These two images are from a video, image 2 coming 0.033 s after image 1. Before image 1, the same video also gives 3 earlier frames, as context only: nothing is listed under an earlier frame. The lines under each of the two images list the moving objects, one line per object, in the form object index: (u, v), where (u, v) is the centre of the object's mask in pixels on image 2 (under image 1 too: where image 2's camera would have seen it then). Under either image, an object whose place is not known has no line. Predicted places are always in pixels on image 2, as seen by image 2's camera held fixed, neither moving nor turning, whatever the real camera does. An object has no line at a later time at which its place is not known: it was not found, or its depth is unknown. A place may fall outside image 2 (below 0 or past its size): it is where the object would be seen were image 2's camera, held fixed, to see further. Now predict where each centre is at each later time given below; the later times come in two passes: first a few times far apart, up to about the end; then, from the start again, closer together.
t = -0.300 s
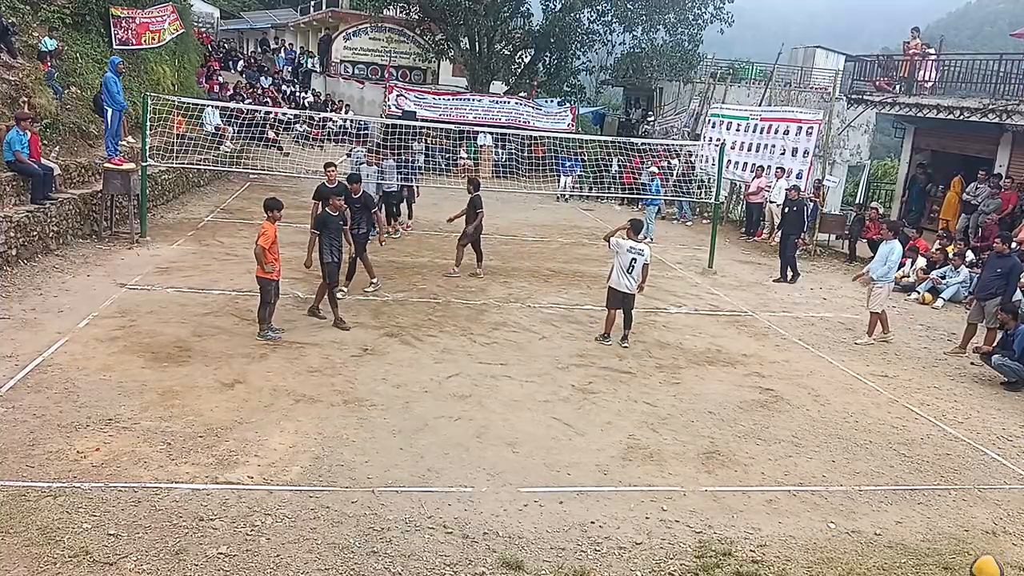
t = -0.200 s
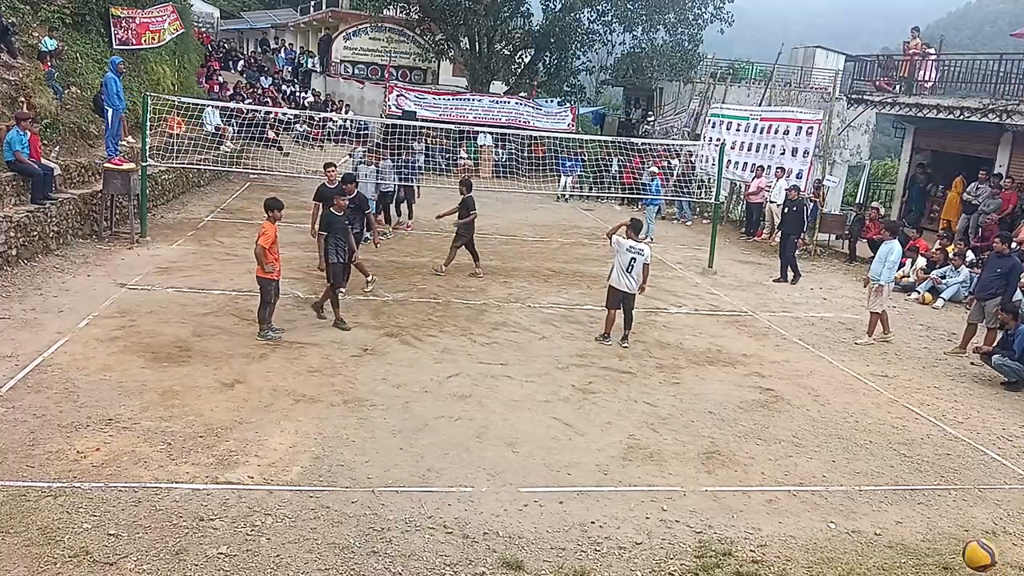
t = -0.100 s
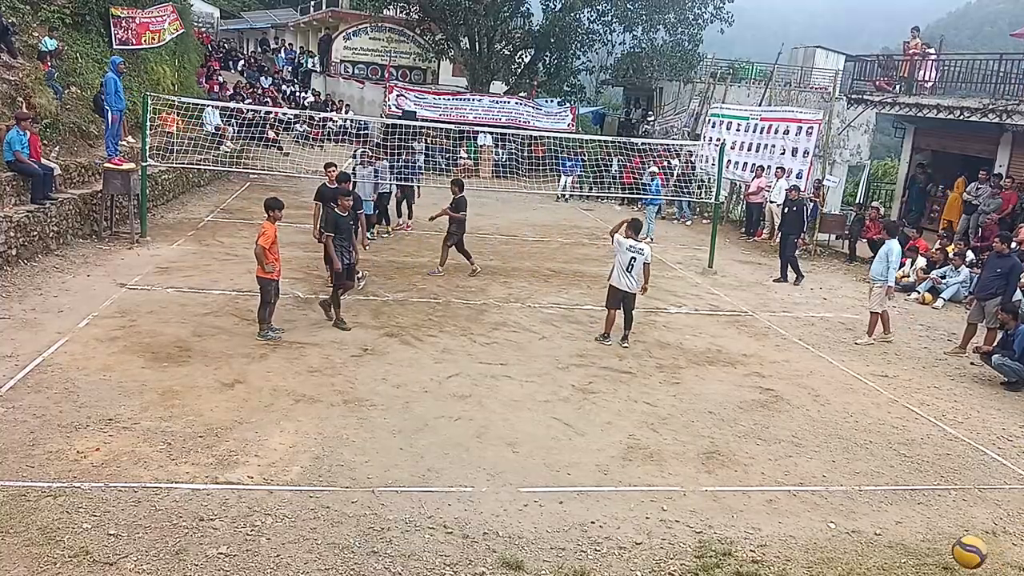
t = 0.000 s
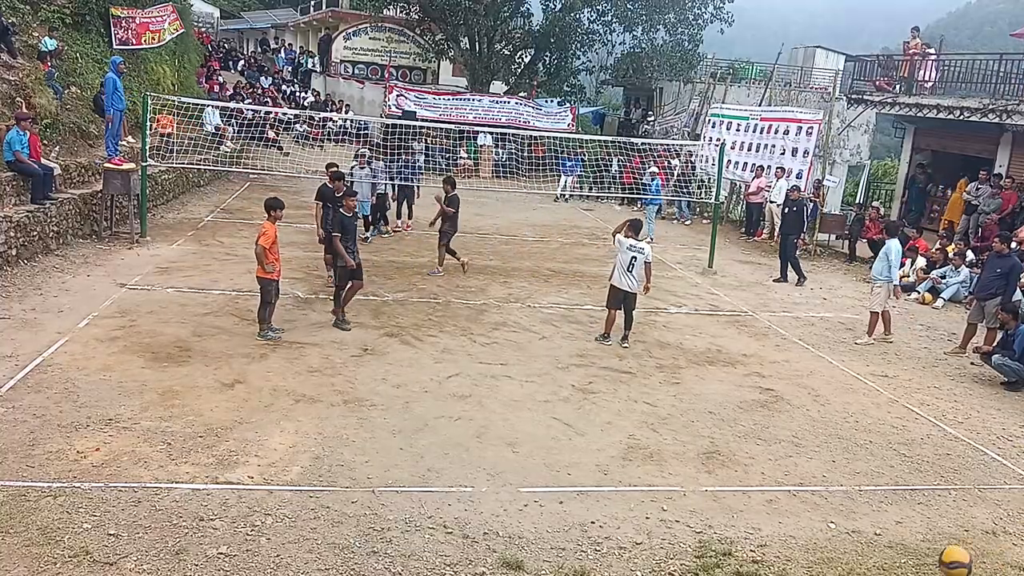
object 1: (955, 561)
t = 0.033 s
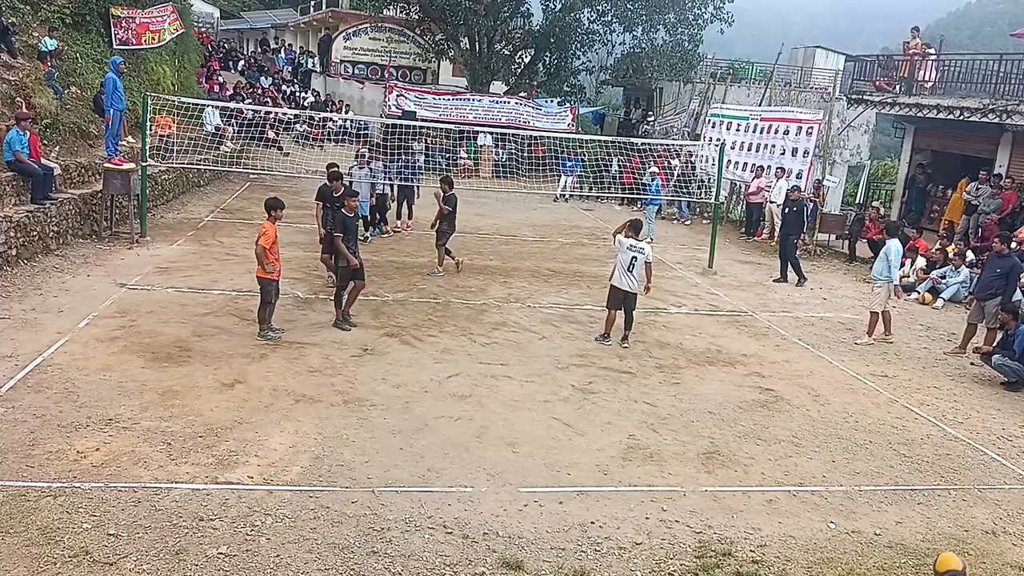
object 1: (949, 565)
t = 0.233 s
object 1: (920, 562)
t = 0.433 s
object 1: (888, 564)
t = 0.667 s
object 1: (852, 565)
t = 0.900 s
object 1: (812, 564)
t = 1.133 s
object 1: (777, 560)
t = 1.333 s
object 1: (748, 550)
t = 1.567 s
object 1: (720, 544)
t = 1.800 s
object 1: (698, 539)
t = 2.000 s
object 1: (678, 533)
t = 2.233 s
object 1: (660, 527)
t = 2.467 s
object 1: (644, 520)
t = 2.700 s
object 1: (627, 513)
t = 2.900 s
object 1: (611, 507)
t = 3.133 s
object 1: (594, 503)
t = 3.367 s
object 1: (577, 498)
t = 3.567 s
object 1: (563, 494)
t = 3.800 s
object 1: (549, 495)
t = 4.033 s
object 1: (536, 495)
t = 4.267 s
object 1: (525, 495)
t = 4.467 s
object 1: (523, 493)
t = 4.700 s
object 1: (522, 488)
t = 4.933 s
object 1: (523, 483)
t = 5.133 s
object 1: (525, 478)
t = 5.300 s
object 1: (527, 475)
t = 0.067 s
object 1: (944, 567)
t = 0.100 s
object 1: (941, 566)
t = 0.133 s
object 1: (936, 564)
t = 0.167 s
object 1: (932, 562)
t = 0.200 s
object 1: (927, 562)
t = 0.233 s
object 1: (920, 562)
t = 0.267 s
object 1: (915, 563)
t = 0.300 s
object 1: (908, 564)
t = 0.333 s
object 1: (902, 567)
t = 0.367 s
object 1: (897, 566)
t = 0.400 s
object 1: (894, 565)
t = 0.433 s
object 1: (888, 564)
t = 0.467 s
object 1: (883, 563)
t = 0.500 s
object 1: (877, 564)
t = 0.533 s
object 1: (872, 566)
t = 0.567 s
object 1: (867, 567)
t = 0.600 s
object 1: (863, 566)
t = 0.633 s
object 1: (857, 565)
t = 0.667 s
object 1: (852, 565)
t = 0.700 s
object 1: (846, 565)
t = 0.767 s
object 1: (833, 565)
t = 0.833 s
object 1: (823, 564)
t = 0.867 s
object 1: (817, 564)
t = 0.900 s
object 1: (812, 564)
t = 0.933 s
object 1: (808, 563)
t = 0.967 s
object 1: (803, 562)
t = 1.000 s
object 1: (798, 562)
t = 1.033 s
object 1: (793, 561)
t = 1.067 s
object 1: (787, 560)
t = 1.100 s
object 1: (781, 560)
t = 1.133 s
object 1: (777, 560)
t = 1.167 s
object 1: (772, 558)
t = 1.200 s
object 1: (767, 556)
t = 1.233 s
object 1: (763, 557)
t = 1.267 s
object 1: (757, 555)
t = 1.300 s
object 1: (751, 553)
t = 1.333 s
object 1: (748, 550)
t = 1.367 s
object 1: (744, 549)
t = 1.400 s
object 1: (740, 549)
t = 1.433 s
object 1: (736, 549)
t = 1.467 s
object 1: (732, 547)
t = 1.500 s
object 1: (729, 546)
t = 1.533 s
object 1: (725, 545)
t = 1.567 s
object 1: (720, 544)
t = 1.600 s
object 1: (717, 544)
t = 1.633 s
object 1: (713, 542)
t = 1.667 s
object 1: (710, 541)
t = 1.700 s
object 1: (707, 540)
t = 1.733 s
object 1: (704, 540)
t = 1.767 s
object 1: (701, 539)
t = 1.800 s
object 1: (698, 539)
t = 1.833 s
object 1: (694, 539)
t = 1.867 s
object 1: (691, 538)
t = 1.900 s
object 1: (687, 536)
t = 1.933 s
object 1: (684, 535)
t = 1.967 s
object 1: (681, 535)
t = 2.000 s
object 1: (678, 533)
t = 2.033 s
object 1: (675, 532)
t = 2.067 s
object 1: (672, 532)
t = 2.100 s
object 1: (669, 532)
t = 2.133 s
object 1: (667, 530)
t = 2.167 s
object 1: (664, 530)
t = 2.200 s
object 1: (661, 529)
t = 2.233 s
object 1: (660, 527)
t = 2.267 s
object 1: (657, 526)
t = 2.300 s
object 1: (655, 526)
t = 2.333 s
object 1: (653, 524)
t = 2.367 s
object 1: (651, 524)
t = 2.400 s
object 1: (648, 523)
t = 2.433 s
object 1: (646, 522)
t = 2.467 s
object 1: (644, 520)
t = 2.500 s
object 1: (641, 519)
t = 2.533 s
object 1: (639, 517)
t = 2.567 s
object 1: (636, 516)
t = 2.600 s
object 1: (633, 515)
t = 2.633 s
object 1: (631, 515)
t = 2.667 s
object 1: (629, 514)
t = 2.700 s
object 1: (627, 513)
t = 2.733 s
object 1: (624, 512)
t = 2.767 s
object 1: (622, 511)
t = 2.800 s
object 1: (619, 510)
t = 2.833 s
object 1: (617, 509)
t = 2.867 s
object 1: (614, 508)
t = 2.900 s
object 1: (611, 507)
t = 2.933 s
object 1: (609, 506)
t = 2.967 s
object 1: (607, 505)
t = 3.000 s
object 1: (605, 504)
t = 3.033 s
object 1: (602, 504)
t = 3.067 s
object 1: (599, 504)
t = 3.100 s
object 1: (596, 504)
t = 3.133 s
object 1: (594, 503)
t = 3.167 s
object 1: (592, 501)
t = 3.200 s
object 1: (589, 501)
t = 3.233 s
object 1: (587, 500)
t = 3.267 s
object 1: (584, 499)
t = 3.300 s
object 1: (582, 498)
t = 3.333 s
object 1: (579, 498)
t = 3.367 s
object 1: (577, 498)
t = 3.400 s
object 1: (574, 497)
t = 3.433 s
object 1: (572, 497)
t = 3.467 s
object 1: (570, 496)
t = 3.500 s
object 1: (567, 496)
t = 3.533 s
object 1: (565, 495)
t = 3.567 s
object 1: (563, 494)
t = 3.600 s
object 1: (561, 494)
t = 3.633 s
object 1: (559, 494)
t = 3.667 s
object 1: (557, 494)
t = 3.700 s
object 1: (555, 494)
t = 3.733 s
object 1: (553, 495)
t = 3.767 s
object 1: (550, 495)
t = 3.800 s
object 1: (549, 495)
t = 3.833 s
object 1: (547, 495)
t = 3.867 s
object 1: (545, 495)
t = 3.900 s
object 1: (543, 495)
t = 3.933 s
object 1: (541, 496)
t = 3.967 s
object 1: (540, 496)
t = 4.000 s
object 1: (538, 495)
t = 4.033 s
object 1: (536, 495)
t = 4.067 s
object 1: (535, 496)
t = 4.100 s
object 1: (533, 496)
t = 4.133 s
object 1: (531, 496)
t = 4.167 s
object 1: (529, 496)
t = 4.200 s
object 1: (528, 496)
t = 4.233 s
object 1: (526, 495)
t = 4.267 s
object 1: (525, 495)
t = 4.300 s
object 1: (524, 494)
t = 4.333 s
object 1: (524, 494)
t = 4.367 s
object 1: (523, 493)
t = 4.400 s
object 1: (523, 493)
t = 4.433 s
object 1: (523, 493)
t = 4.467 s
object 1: (523, 493)
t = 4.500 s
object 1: (522, 492)
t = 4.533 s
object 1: (522, 491)
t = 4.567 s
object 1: (522, 490)
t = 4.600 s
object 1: (522, 489)
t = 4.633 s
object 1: (522, 489)
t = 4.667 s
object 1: (521, 488)
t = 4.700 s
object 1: (522, 488)
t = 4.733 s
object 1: (521, 487)
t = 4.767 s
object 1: (522, 487)
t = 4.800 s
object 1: (522, 486)
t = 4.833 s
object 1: (522, 485)
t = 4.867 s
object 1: (522, 484)
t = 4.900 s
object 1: (522, 483)
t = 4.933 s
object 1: (523, 483)
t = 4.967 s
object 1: (523, 482)
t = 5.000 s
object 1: (523, 481)
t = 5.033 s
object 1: (524, 480)
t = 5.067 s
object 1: (524, 479)
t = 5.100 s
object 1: (524, 479)
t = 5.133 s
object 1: (525, 478)
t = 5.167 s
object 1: (525, 478)
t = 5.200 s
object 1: (526, 477)
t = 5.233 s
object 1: (526, 476)
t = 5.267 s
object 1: (526, 476)
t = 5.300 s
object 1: (527, 475)
